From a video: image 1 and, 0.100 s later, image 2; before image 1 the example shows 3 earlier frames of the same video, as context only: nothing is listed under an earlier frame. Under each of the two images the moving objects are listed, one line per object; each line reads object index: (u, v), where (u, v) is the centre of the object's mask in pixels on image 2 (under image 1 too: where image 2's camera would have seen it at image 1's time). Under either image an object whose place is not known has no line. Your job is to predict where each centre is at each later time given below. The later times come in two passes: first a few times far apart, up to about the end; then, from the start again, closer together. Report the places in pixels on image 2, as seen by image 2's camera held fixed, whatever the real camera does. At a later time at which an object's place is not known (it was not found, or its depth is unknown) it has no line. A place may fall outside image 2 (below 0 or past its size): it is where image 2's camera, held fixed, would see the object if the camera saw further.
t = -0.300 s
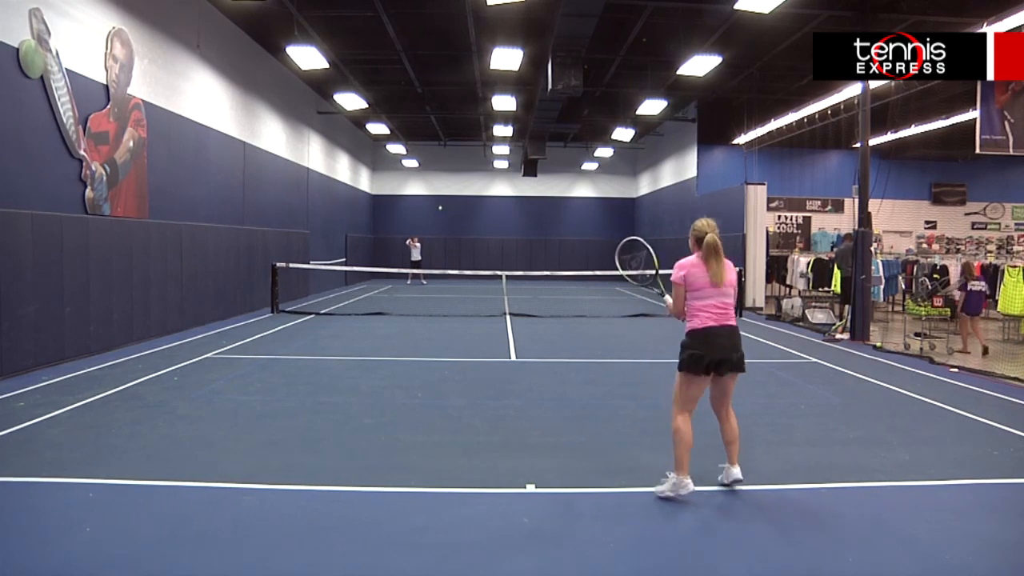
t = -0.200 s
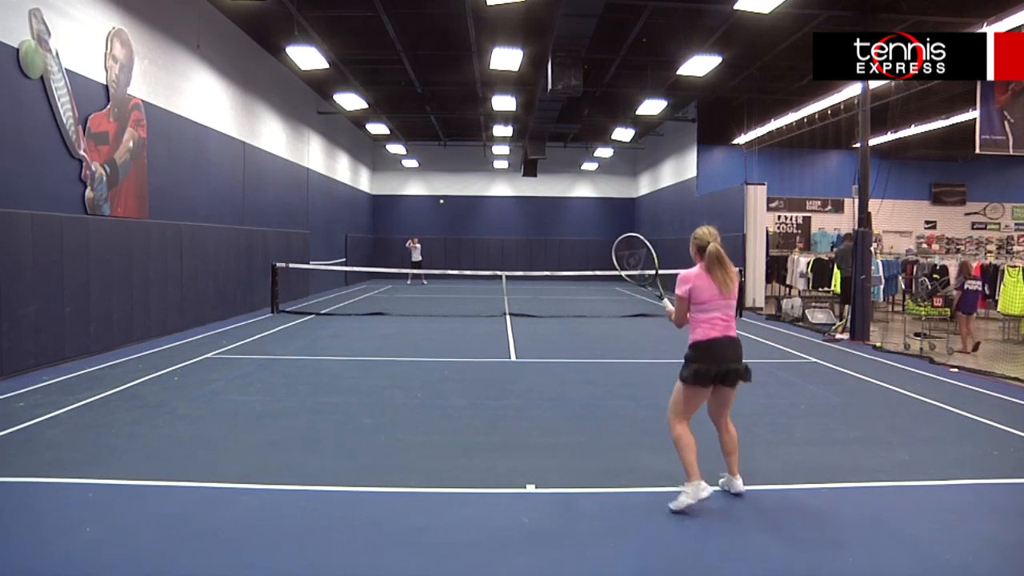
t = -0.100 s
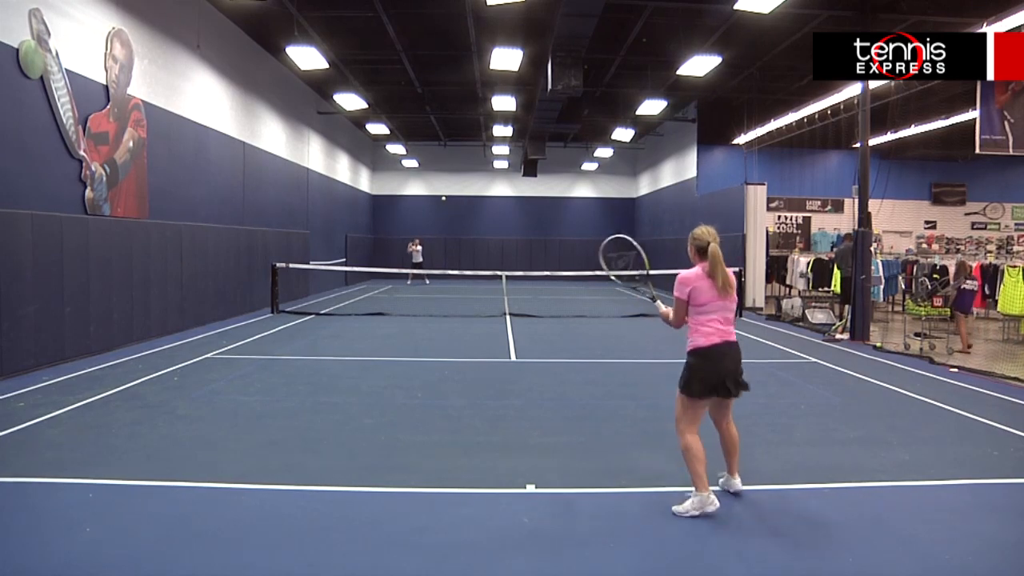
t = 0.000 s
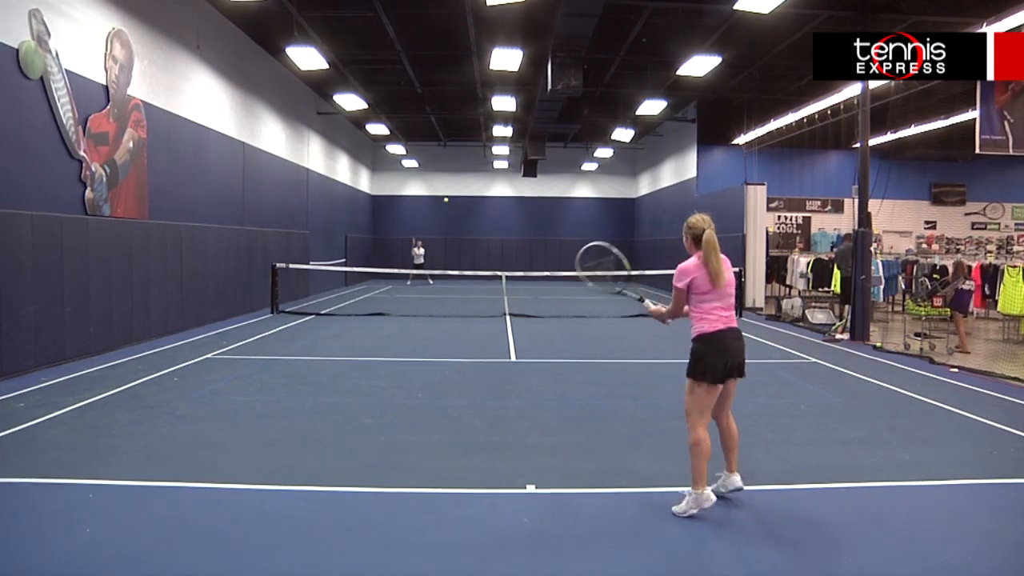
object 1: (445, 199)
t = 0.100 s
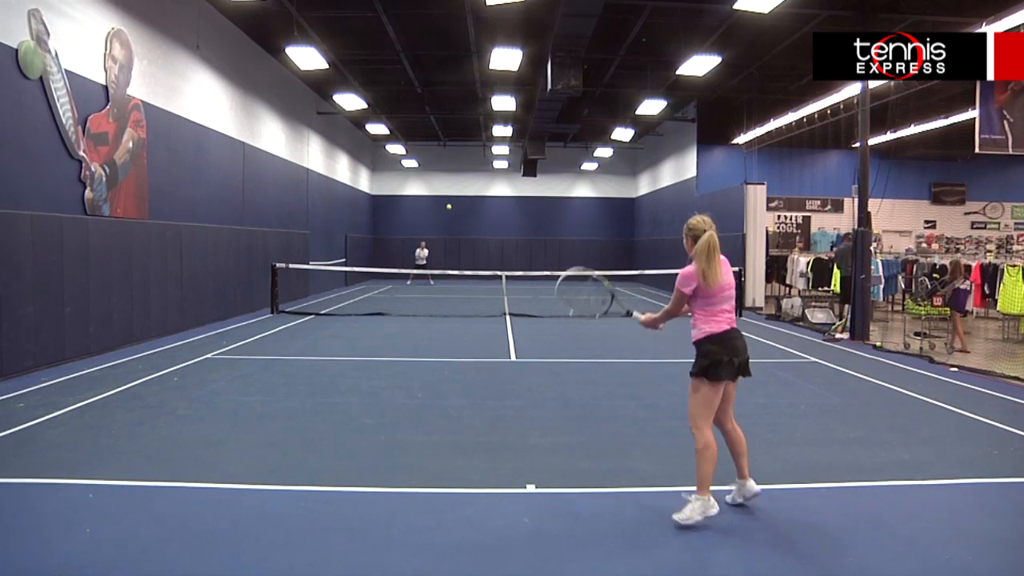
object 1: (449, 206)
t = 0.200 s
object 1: (453, 222)
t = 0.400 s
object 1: (464, 289)
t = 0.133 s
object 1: (450, 211)
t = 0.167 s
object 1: (451, 216)
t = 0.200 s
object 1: (453, 222)
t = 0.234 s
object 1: (454, 229)
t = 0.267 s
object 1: (456, 237)
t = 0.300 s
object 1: (458, 248)
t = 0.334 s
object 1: (460, 259)
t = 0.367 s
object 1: (462, 273)
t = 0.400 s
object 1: (464, 289)
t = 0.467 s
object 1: (470, 329)
